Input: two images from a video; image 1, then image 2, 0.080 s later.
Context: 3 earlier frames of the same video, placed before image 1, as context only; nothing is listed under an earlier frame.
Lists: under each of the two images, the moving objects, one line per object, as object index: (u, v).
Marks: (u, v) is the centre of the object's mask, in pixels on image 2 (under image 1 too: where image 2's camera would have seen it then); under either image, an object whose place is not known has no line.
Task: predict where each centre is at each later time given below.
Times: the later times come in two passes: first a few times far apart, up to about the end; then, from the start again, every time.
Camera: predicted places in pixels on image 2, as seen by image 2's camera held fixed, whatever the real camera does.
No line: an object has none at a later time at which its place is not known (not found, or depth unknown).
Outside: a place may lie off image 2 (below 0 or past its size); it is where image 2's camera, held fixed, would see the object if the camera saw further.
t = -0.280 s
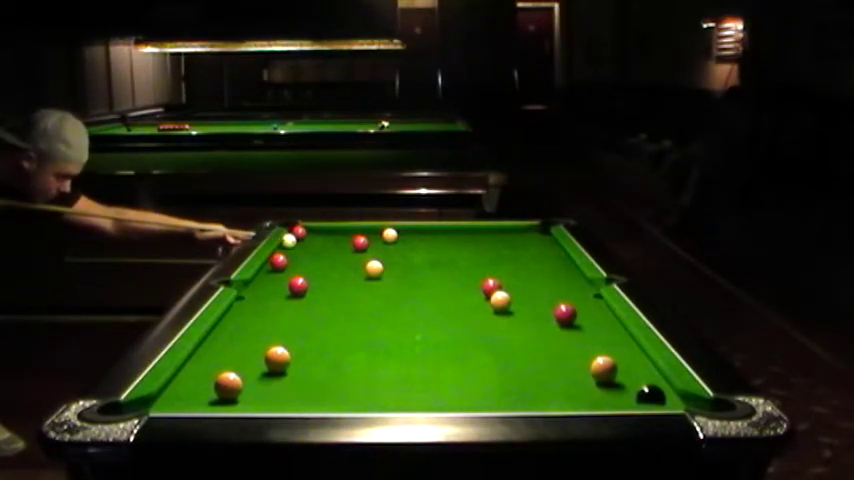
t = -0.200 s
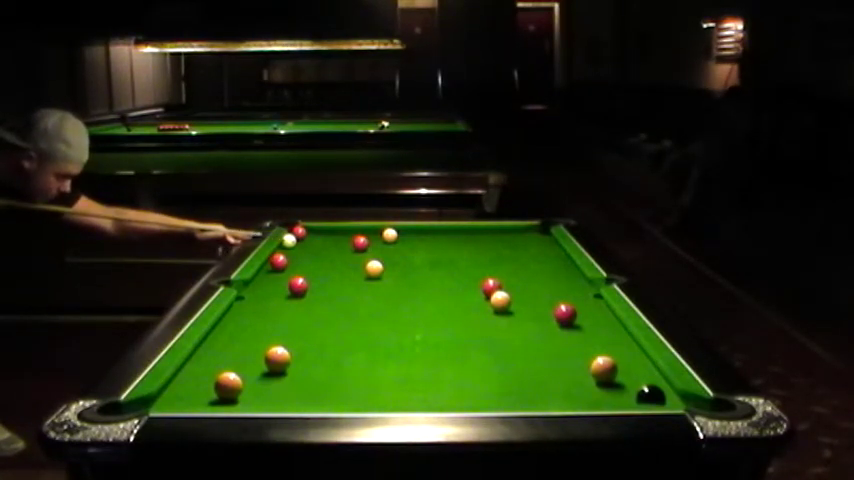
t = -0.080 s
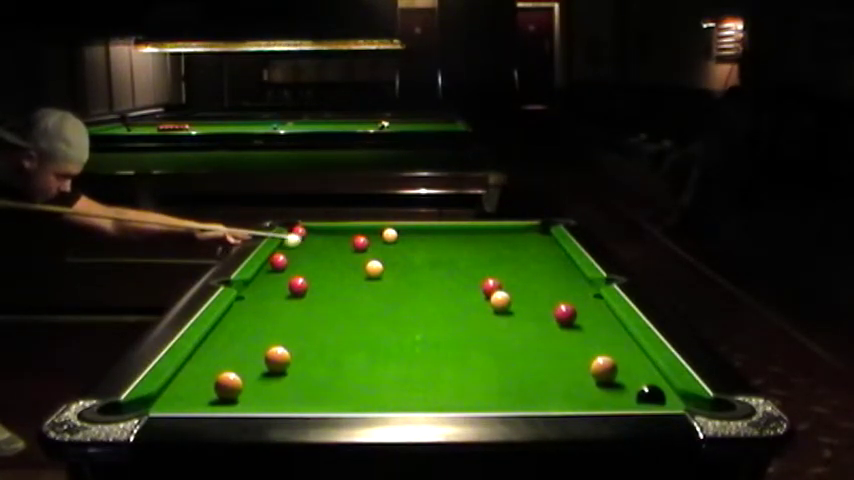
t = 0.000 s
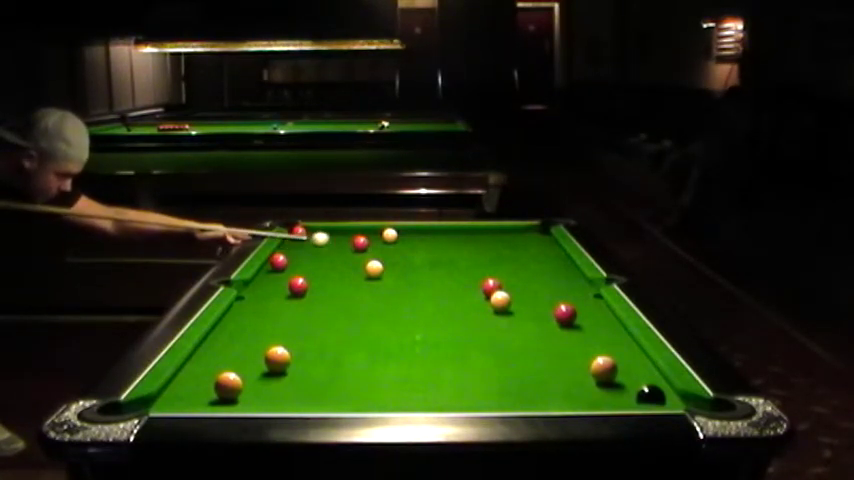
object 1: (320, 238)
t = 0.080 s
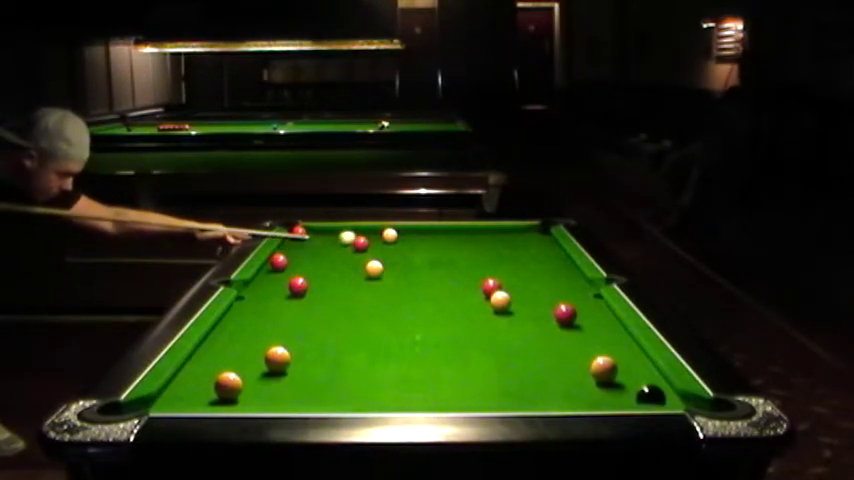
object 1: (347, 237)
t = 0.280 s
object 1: (379, 236)
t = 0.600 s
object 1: (395, 235)
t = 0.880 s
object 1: (407, 234)
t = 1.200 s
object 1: (418, 233)
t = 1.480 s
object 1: (424, 232)
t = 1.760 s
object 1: (428, 232)
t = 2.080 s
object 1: (430, 232)
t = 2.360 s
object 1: (429, 232)
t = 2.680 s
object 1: (430, 232)
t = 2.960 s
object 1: (429, 232)
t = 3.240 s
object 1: (430, 232)
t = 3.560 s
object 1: (429, 232)
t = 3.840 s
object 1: (429, 232)
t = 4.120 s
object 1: (430, 232)
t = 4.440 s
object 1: (430, 232)
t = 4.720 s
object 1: (429, 232)
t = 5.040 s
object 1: (429, 232)
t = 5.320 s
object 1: (429, 232)
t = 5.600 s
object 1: (429, 232)
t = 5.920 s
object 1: (429, 232)
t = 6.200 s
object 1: (429, 232)
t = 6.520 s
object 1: (429, 232)
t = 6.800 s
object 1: (430, 232)
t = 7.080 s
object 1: (430, 232)
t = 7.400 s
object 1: (430, 232)
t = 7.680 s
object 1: (430, 232)
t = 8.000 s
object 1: (429, 232)
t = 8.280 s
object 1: (429, 233)
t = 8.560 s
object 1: (430, 232)
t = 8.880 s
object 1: (429, 232)
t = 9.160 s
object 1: (429, 232)
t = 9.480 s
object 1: (429, 232)
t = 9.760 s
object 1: (430, 232)
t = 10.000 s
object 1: (429, 232)
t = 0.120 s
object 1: (361, 234)
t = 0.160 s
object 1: (374, 236)
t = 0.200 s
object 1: (375, 236)
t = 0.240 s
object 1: (377, 236)
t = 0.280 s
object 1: (379, 236)
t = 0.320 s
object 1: (381, 235)
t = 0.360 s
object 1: (383, 235)
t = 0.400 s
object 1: (385, 235)
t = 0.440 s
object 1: (387, 235)
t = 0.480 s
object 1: (389, 235)
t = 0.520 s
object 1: (391, 235)
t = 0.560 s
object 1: (393, 235)
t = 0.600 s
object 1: (395, 235)
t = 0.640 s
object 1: (397, 235)
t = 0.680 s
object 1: (399, 235)
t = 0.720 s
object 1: (401, 234)
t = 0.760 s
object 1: (402, 234)
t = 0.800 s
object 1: (404, 234)
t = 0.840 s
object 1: (405, 234)
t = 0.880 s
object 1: (407, 234)
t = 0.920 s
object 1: (408, 234)
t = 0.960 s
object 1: (410, 234)
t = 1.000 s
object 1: (411, 234)
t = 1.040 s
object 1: (412, 233)
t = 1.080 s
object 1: (414, 233)
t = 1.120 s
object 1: (415, 233)
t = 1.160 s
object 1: (416, 233)
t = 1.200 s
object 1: (418, 233)
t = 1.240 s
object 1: (419, 233)
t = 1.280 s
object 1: (420, 233)
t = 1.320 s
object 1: (421, 233)
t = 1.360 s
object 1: (422, 233)
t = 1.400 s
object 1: (422, 233)
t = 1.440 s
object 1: (423, 232)
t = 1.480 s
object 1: (424, 232)
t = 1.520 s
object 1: (425, 232)
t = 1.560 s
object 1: (426, 232)
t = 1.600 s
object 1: (426, 232)
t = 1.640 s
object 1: (427, 232)
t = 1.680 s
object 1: (427, 232)
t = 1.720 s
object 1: (428, 232)
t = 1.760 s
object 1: (428, 232)
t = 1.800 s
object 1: (428, 232)
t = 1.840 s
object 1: (429, 232)
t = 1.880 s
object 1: (429, 232)
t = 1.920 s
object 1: (429, 232)
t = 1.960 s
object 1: (430, 232)
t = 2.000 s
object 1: (430, 232)
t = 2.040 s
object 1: (430, 232)
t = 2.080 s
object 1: (430, 232)
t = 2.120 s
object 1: (430, 232)
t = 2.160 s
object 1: (430, 232)
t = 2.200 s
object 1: (430, 232)
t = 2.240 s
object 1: (430, 232)
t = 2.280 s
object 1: (430, 232)
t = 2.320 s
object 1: (429, 232)
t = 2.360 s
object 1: (429, 232)
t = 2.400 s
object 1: (430, 232)
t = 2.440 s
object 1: (430, 232)
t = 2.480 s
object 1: (430, 232)
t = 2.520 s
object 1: (430, 232)
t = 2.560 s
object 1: (430, 232)
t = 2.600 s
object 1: (430, 232)
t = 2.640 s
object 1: (430, 232)
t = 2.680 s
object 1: (430, 232)
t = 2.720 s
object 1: (430, 232)
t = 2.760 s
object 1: (430, 232)
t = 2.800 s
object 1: (430, 232)
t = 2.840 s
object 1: (429, 232)
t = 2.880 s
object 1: (429, 232)
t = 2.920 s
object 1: (429, 232)
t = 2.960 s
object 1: (429, 232)
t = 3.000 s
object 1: (430, 232)
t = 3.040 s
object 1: (429, 232)
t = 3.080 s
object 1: (429, 232)
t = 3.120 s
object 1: (429, 232)
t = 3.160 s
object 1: (429, 232)
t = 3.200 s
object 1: (429, 232)
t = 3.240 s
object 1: (430, 232)
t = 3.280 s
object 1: (429, 232)
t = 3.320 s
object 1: (430, 232)
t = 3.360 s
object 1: (429, 232)
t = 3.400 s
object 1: (429, 232)
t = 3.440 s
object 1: (429, 232)
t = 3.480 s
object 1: (429, 232)
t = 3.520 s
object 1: (429, 232)
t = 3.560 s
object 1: (429, 232)
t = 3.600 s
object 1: (429, 232)
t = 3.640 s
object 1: (430, 232)
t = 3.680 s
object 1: (429, 232)
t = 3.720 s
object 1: (429, 232)
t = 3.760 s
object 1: (429, 232)
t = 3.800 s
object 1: (429, 232)
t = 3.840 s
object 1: (429, 232)
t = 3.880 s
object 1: (429, 232)
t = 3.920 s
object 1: (429, 233)
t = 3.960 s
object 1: (430, 232)
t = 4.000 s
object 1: (429, 232)
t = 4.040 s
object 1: (430, 232)
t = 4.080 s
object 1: (429, 232)
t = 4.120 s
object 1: (430, 232)
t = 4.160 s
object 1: (430, 232)
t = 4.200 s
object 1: (430, 232)
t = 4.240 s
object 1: (429, 233)
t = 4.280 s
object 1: (430, 232)
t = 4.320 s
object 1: (430, 233)
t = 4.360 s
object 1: (430, 232)
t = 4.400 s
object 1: (429, 232)
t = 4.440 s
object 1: (430, 232)
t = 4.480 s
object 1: (430, 232)
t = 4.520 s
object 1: (430, 232)
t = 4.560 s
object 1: (429, 233)
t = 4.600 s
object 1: (430, 232)
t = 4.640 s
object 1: (429, 232)
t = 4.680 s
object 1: (430, 232)
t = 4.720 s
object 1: (429, 232)
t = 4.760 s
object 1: (430, 232)
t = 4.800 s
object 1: (429, 232)
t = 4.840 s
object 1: (429, 232)
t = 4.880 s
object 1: (429, 232)
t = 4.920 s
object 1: (430, 232)
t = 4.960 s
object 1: (429, 232)
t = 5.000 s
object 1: (430, 232)
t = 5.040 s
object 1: (429, 232)
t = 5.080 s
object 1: (429, 232)
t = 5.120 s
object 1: (429, 232)
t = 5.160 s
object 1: (429, 232)
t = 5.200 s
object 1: (429, 232)
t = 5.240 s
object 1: (429, 232)
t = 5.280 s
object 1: (429, 232)
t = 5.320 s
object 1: (429, 232)
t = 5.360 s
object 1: (429, 232)
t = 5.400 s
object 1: (429, 232)
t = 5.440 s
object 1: (429, 233)
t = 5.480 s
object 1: (429, 232)
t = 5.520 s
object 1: (429, 232)
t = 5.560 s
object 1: (430, 232)
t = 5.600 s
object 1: (429, 232)
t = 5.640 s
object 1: (429, 232)
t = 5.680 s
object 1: (430, 232)
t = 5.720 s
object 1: (430, 232)
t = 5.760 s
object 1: (429, 232)
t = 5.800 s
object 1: (429, 232)
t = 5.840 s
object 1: (429, 232)
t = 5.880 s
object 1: (429, 232)
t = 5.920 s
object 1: (429, 232)
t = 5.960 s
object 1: (429, 232)
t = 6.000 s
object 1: (429, 232)
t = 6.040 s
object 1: (429, 232)
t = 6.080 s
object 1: (429, 232)
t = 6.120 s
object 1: (429, 232)
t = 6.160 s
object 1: (429, 232)
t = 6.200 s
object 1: (429, 232)
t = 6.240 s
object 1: (429, 232)
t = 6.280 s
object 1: (429, 232)
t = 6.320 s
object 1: (429, 232)
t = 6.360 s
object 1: (429, 232)
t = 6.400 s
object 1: (429, 232)
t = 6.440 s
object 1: (429, 232)
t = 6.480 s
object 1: (429, 232)
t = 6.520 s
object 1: (429, 232)
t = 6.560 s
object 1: (429, 232)
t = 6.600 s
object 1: (429, 232)
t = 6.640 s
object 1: (429, 232)
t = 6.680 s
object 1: (430, 232)
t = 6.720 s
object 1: (429, 232)
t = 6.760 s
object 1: (430, 232)
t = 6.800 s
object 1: (430, 232)
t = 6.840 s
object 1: (430, 232)
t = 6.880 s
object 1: (430, 232)
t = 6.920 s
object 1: (430, 232)
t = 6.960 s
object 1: (430, 232)
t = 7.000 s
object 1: (430, 232)
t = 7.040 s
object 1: (430, 232)
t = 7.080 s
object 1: (430, 232)
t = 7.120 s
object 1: (430, 232)
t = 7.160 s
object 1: (430, 232)
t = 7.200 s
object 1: (430, 232)
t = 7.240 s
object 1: (430, 232)
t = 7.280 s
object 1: (430, 232)
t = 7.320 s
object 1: (430, 232)
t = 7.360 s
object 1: (430, 232)
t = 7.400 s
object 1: (430, 232)
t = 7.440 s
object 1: (430, 232)
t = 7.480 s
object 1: (430, 232)
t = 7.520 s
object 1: (430, 232)
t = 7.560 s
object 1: (430, 232)
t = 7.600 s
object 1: (430, 232)
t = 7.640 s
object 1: (430, 232)
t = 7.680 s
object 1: (430, 232)
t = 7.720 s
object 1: (430, 232)
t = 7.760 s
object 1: (429, 232)
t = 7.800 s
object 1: (429, 232)
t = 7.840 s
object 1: (430, 232)
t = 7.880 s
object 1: (429, 232)
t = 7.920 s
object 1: (429, 232)
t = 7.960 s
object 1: (429, 232)
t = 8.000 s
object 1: (429, 232)
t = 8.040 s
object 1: (429, 232)
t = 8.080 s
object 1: (429, 232)
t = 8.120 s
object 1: (429, 232)
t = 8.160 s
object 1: (429, 232)
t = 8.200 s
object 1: (429, 232)
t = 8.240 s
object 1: (429, 232)
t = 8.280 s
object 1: (429, 233)
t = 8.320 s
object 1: (429, 232)
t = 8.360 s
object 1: (429, 233)
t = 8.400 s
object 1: (429, 232)
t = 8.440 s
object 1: (429, 232)
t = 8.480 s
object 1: (429, 232)
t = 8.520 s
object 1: (429, 232)
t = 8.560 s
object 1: (430, 232)
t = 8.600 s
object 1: (429, 233)
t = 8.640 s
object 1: (429, 233)
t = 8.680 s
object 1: (429, 233)
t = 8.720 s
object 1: (429, 232)
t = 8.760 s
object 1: (429, 233)
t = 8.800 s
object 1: (429, 232)
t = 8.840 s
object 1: (429, 233)
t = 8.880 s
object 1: (429, 232)
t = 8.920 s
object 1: (429, 233)
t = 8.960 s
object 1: (429, 232)
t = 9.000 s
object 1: (429, 232)
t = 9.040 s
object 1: (429, 232)
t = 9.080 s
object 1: (429, 233)
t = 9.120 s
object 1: (429, 232)
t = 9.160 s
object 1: (429, 232)
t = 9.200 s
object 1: (429, 232)
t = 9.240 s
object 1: (430, 232)
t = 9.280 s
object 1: (430, 232)
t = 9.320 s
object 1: (429, 232)
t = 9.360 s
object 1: (430, 232)
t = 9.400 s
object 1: (430, 232)
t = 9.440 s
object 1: (430, 232)
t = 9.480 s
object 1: (429, 232)
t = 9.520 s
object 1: (430, 232)
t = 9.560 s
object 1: (430, 232)
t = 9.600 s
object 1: (430, 232)
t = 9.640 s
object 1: (429, 232)
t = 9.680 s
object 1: (430, 232)
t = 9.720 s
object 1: (430, 232)
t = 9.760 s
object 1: (430, 232)
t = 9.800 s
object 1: (430, 232)
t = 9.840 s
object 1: (430, 232)
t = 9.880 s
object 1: (429, 232)
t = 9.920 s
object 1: (429, 232)
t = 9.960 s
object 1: (429, 232)
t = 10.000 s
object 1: (429, 232)
